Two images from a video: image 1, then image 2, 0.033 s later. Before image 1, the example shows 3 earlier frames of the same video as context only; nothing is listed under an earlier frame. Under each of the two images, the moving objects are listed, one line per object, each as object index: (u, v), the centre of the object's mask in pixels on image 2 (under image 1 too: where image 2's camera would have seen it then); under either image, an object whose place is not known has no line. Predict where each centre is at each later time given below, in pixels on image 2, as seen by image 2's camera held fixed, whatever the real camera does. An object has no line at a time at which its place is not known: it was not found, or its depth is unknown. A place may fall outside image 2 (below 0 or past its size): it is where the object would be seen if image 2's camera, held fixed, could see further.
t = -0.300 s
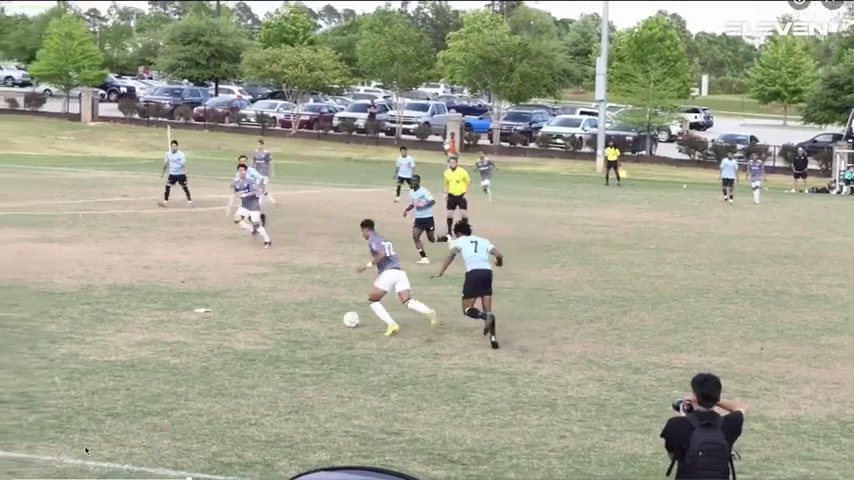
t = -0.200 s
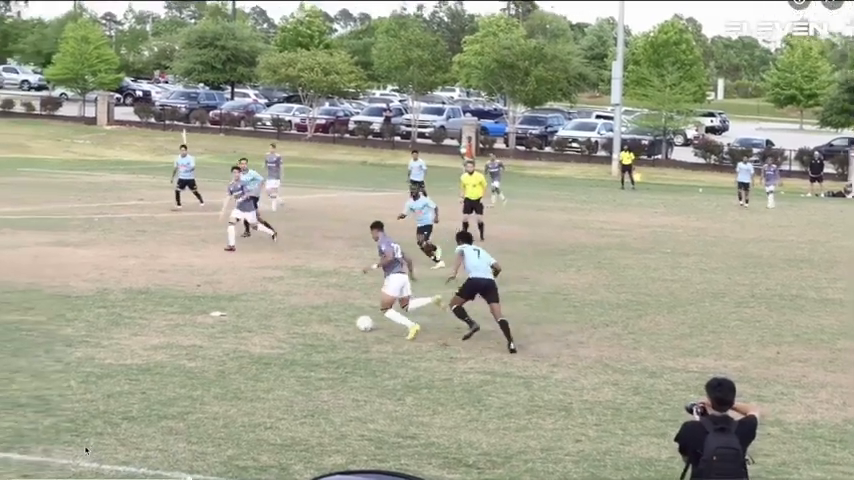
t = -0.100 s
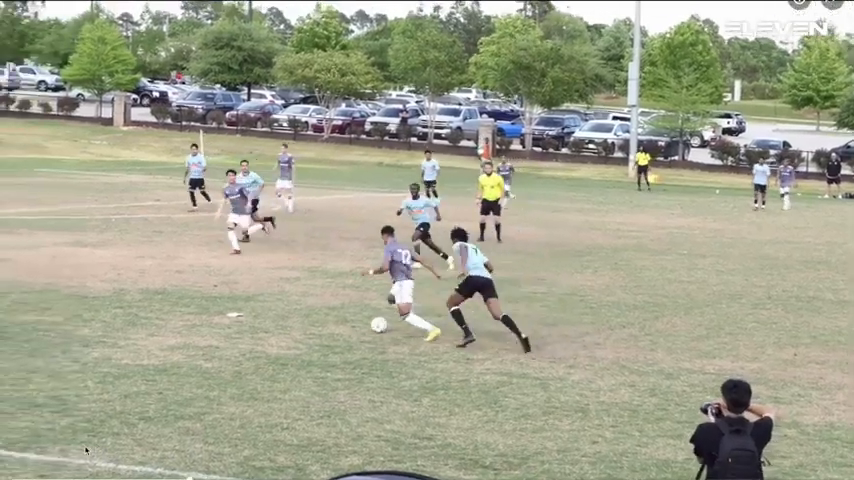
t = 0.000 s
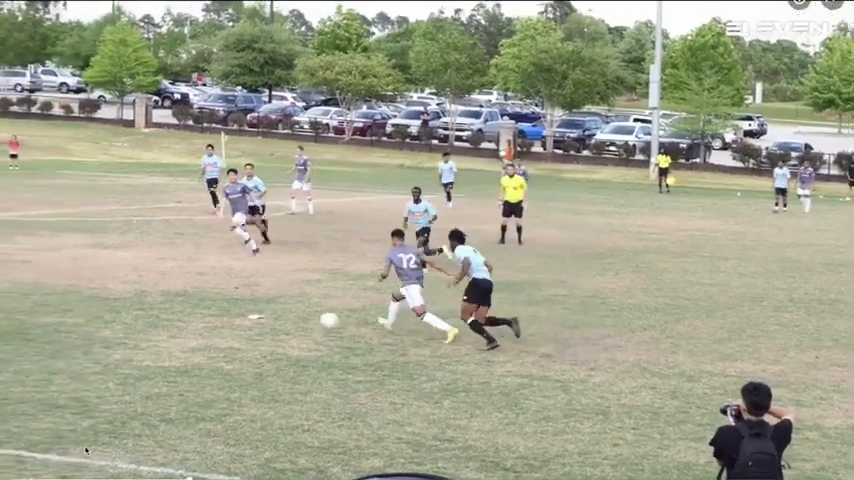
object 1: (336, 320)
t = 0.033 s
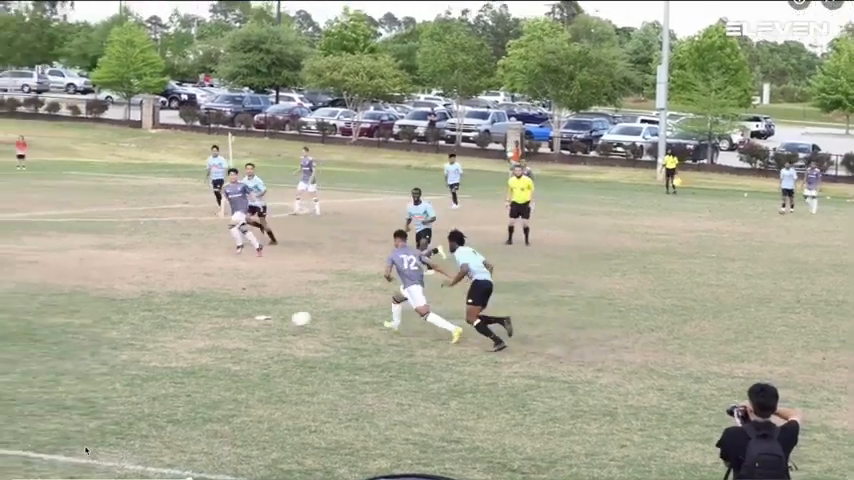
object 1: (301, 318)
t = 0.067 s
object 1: (266, 317)
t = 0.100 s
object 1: (232, 316)
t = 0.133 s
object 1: (198, 315)
